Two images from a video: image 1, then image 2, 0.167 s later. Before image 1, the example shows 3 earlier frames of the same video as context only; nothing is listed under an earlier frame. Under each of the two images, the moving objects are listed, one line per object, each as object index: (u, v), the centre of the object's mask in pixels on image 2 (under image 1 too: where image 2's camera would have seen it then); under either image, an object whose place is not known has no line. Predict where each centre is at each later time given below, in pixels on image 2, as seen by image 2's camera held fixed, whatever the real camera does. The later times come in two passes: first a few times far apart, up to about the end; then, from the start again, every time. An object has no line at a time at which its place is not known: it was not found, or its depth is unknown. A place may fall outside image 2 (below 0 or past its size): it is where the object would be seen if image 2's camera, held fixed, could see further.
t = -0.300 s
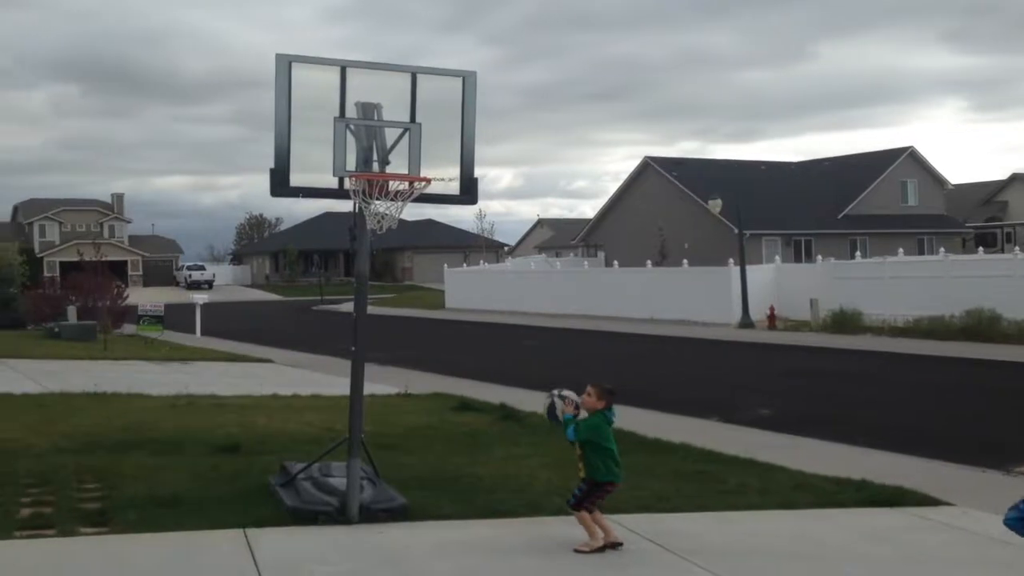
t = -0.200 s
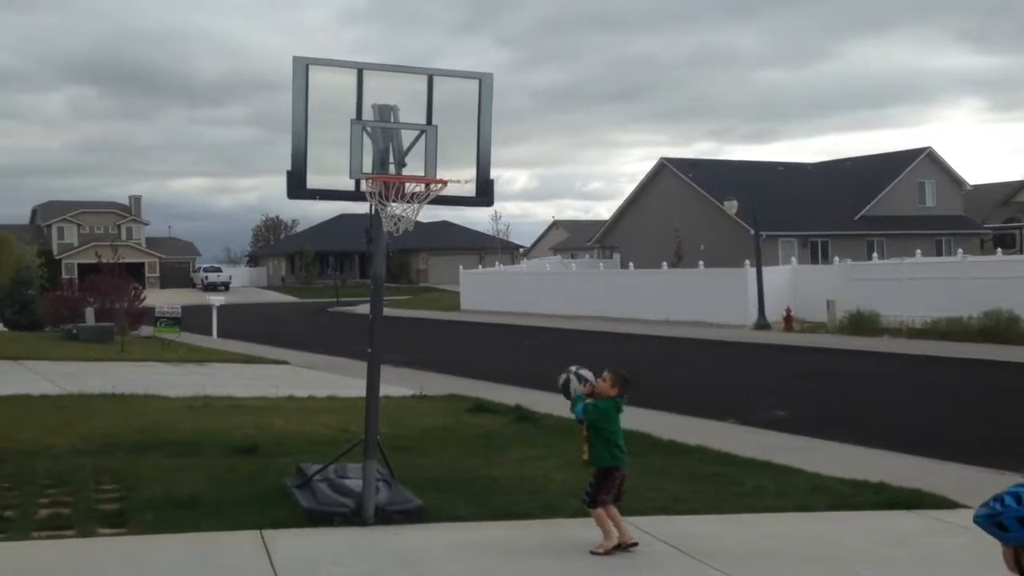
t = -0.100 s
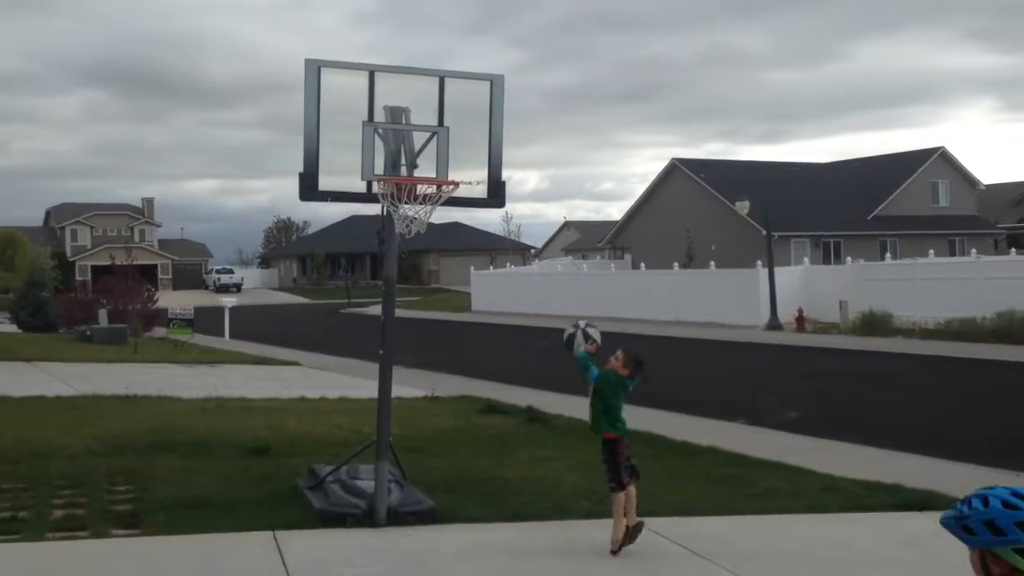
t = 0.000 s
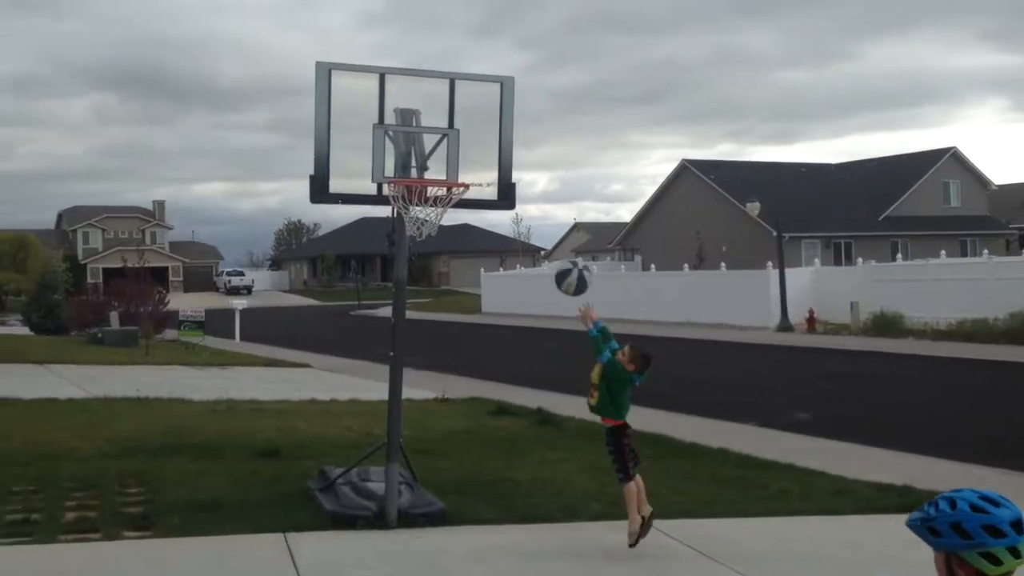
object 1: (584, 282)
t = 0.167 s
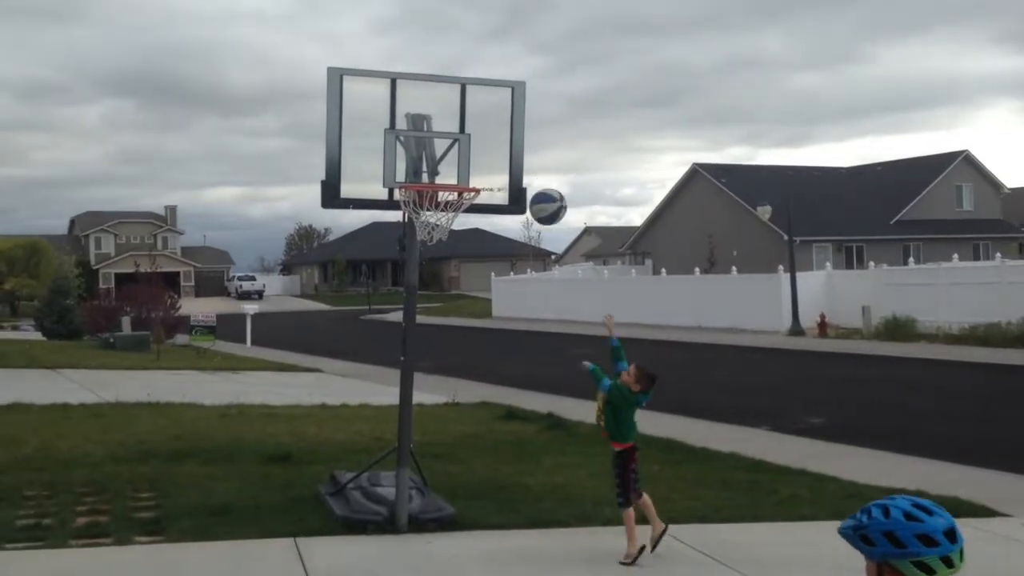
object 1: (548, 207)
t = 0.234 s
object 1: (534, 188)
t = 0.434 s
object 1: (490, 175)
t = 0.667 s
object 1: (504, 189)
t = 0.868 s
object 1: (518, 272)
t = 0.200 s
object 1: (541, 196)
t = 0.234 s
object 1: (534, 188)
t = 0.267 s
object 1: (528, 181)
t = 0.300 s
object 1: (519, 177)
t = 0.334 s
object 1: (512, 174)
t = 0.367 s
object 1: (505, 173)
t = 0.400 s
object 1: (497, 173)
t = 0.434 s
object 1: (490, 175)
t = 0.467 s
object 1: (491, 173)
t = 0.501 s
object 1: (493, 171)
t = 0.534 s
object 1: (495, 171)
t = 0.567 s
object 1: (497, 172)
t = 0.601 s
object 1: (499, 176)
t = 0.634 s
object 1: (502, 182)
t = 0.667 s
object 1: (504, 189)
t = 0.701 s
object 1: (507, 198)
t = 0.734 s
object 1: (509, 209)
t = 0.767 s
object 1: (511, 222)
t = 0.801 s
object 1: (513, 237)
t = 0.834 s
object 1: (516, 254)
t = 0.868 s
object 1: (518, 272)
